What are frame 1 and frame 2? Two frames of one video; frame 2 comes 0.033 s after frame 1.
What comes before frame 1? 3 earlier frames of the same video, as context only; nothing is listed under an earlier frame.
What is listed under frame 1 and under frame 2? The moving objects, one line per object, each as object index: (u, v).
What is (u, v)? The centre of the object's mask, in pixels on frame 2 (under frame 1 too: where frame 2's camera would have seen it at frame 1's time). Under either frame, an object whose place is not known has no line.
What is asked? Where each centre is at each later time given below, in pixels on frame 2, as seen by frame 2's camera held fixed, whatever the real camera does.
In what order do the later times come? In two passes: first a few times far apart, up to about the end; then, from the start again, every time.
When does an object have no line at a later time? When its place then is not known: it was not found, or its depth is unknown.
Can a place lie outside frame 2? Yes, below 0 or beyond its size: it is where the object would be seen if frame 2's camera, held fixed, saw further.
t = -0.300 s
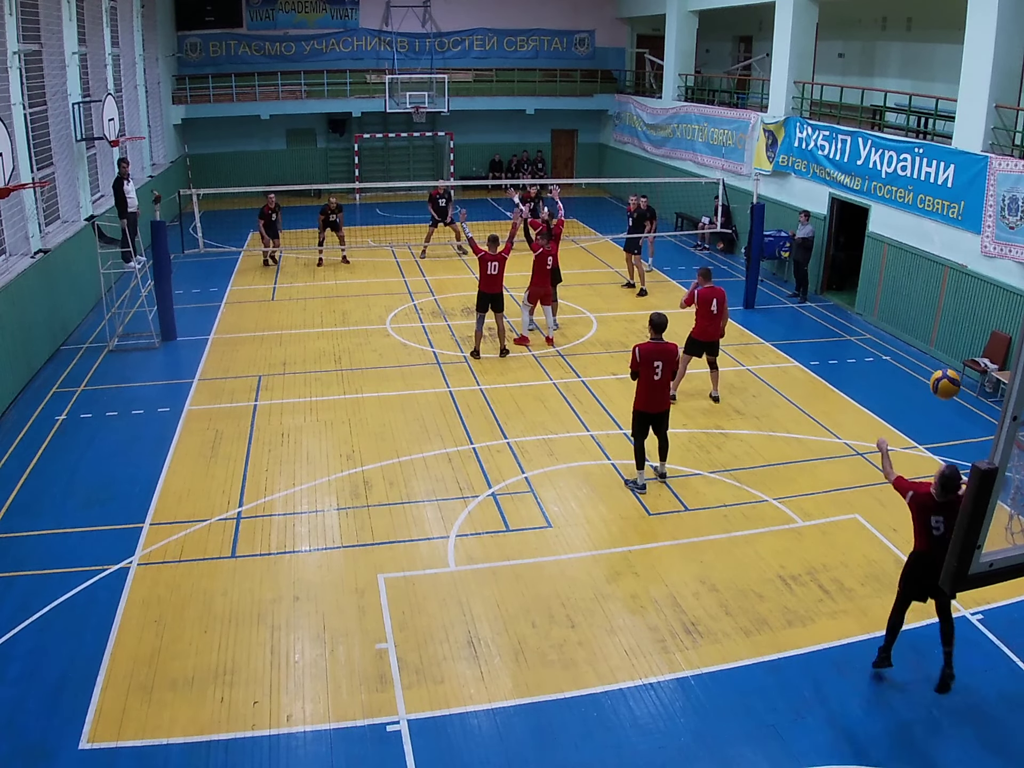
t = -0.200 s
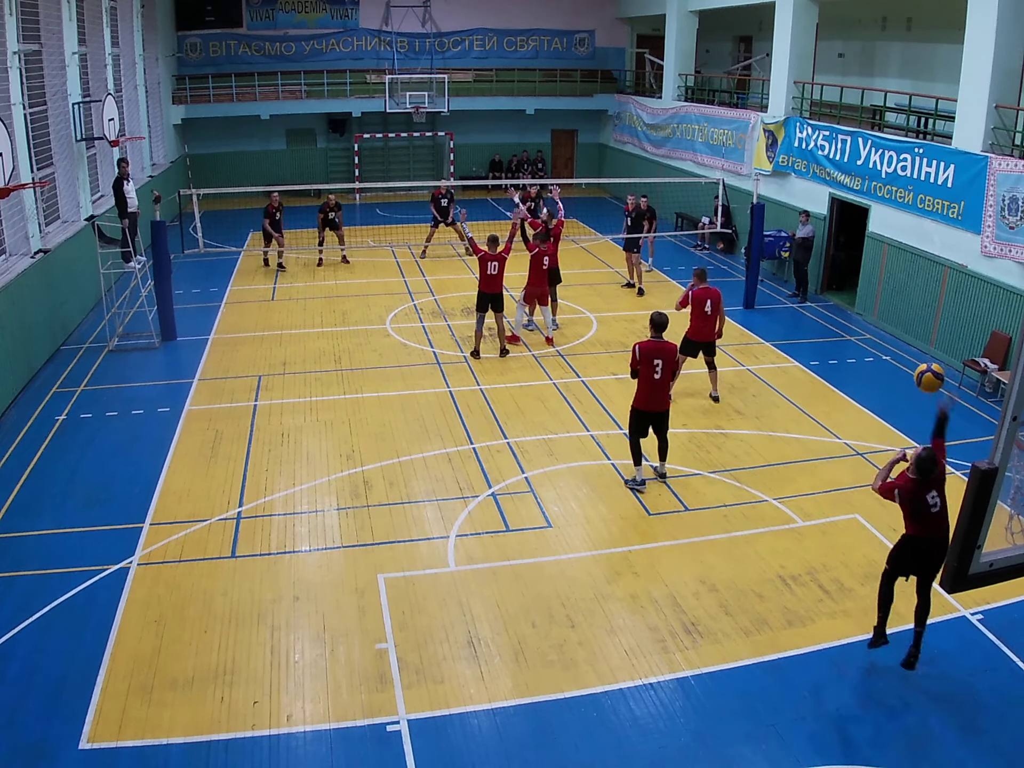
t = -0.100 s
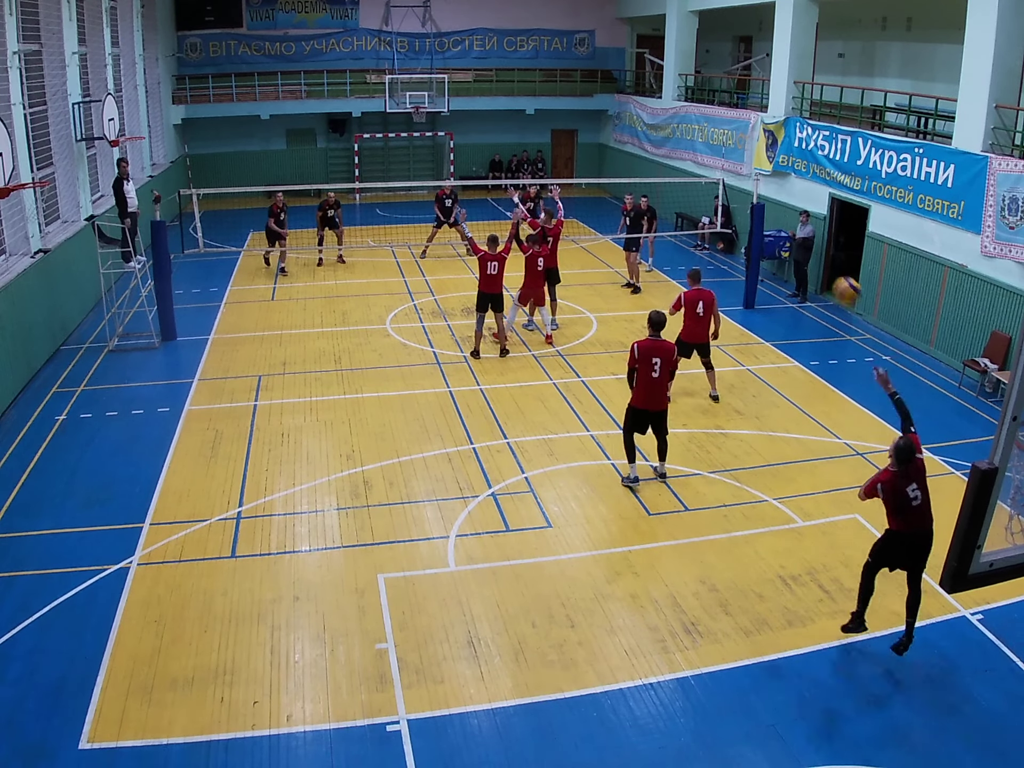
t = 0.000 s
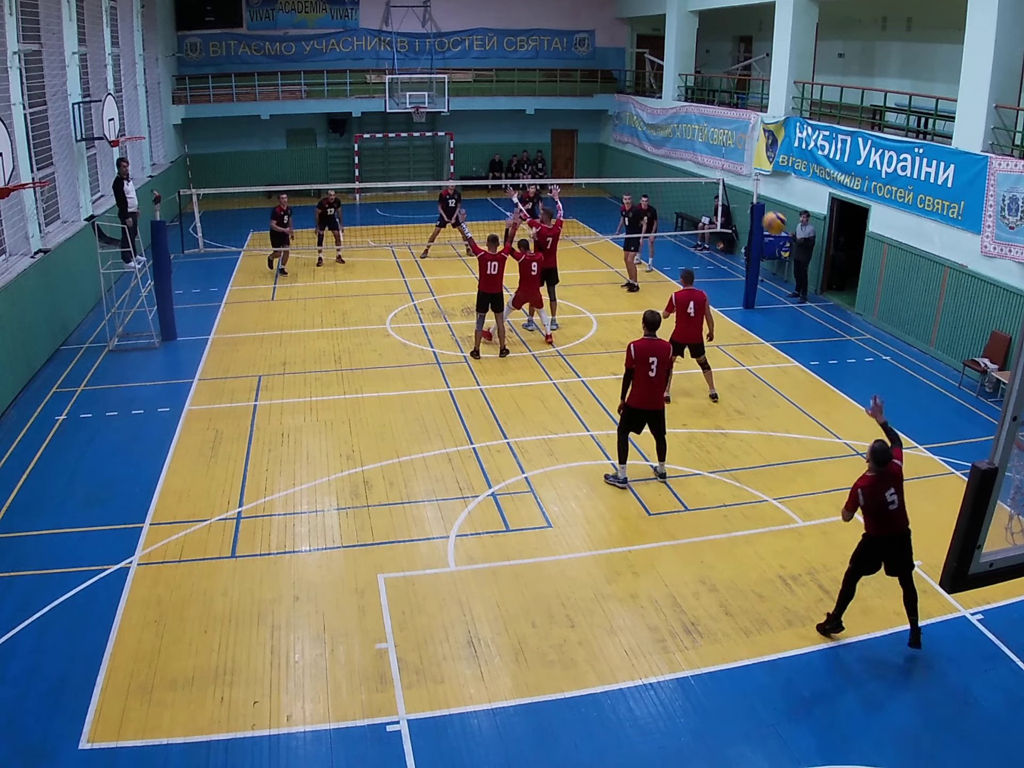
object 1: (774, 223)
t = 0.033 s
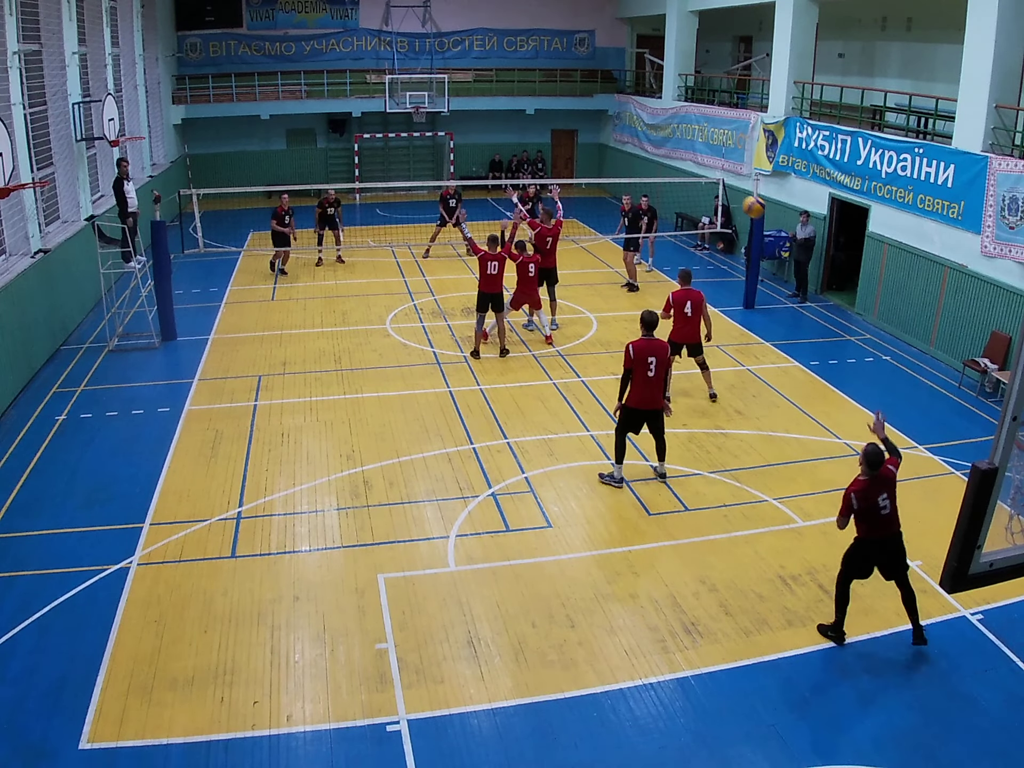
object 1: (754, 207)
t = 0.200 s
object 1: (673, 160)
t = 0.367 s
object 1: (621, 150)
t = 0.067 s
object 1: (735, 194)
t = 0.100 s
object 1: (717, 182)
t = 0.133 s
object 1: (701, 173)
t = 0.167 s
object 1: (686, 165)
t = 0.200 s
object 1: (673, 160)
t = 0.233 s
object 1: (661, 155)
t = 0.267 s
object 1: (650, 153)
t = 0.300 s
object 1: (639, 151)
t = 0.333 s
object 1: (630, 150)
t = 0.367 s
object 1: (621, 150)
